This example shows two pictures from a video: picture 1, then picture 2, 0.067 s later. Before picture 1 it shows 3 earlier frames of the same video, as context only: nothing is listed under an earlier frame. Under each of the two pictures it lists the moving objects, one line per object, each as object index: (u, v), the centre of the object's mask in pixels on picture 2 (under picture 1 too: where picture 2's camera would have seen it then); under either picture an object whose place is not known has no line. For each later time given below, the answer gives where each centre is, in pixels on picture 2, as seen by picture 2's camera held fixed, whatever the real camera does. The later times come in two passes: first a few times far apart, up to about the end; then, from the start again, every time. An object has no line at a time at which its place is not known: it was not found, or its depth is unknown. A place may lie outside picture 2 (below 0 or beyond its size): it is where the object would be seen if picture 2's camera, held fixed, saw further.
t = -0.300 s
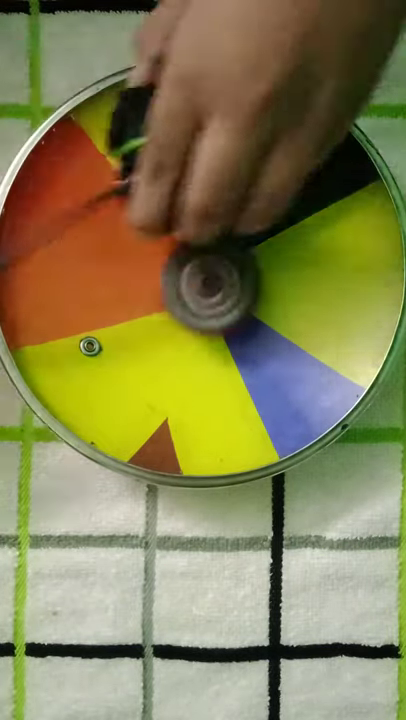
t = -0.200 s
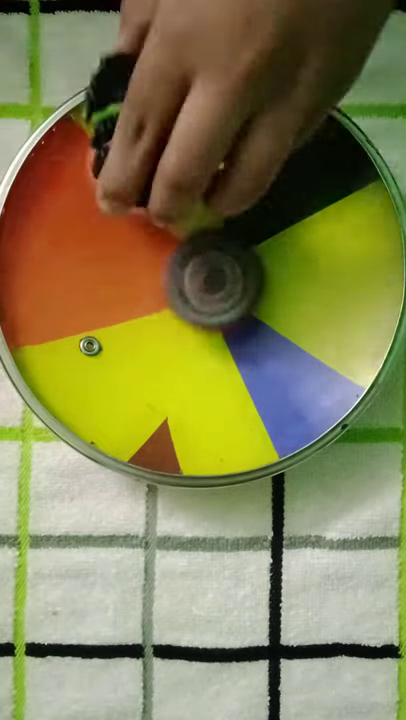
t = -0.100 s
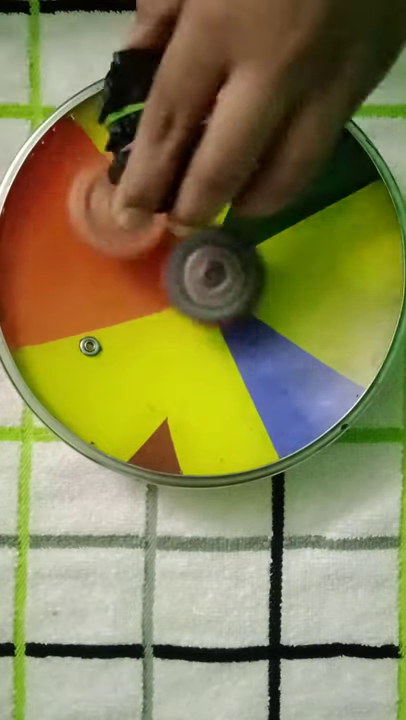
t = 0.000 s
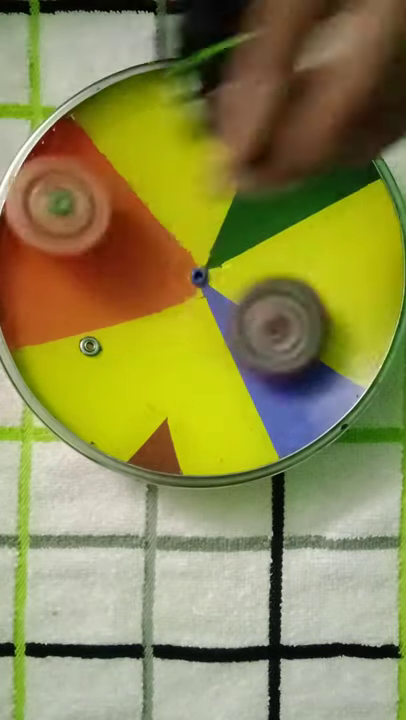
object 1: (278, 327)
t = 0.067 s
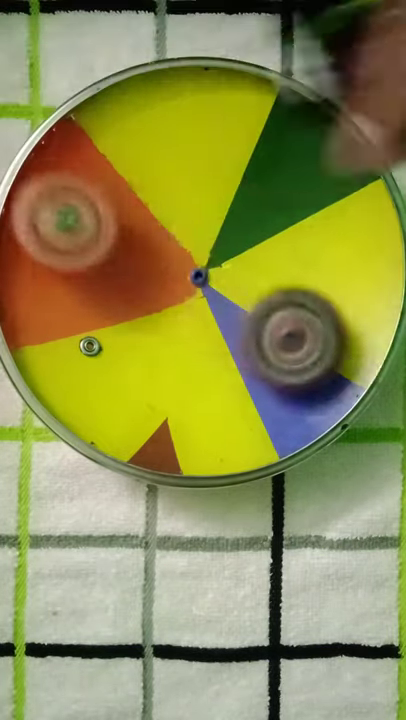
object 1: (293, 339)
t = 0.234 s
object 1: (267, 318)
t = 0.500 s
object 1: (306, 359)
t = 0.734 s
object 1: (204, 388)
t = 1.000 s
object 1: (138, 329)
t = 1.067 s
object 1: (130, 301)
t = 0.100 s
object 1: (293, 340)
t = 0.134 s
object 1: (291, 337)
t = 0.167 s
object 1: (285, 333)
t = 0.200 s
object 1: (277, 326)
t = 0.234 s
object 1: (267, 318)
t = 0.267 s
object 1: (271, 324)
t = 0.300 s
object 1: (296, 341)
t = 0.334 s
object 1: (311, 353)
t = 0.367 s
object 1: (323, 363)
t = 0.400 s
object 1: (328, 368)
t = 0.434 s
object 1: (327, 369)
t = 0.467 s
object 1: (319, 366)
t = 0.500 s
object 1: (306, 359)
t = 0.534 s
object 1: (290, 349)
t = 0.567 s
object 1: (272, 341)
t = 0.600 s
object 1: (251, 331)
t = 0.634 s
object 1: (238, 344)
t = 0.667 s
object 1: (226, 365)
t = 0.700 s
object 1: (215, 379)
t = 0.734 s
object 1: (204, 388)
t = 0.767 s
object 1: (192, 392)
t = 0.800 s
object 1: (182, 392)
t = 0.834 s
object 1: (172, 388)
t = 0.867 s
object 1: (164, 381)
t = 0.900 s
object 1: (156, 370)
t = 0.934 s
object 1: (149, 357)
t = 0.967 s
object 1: (142, 344)
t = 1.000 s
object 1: (138, 329)
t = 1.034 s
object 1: (135, 314)
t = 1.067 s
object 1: (130, 301)
